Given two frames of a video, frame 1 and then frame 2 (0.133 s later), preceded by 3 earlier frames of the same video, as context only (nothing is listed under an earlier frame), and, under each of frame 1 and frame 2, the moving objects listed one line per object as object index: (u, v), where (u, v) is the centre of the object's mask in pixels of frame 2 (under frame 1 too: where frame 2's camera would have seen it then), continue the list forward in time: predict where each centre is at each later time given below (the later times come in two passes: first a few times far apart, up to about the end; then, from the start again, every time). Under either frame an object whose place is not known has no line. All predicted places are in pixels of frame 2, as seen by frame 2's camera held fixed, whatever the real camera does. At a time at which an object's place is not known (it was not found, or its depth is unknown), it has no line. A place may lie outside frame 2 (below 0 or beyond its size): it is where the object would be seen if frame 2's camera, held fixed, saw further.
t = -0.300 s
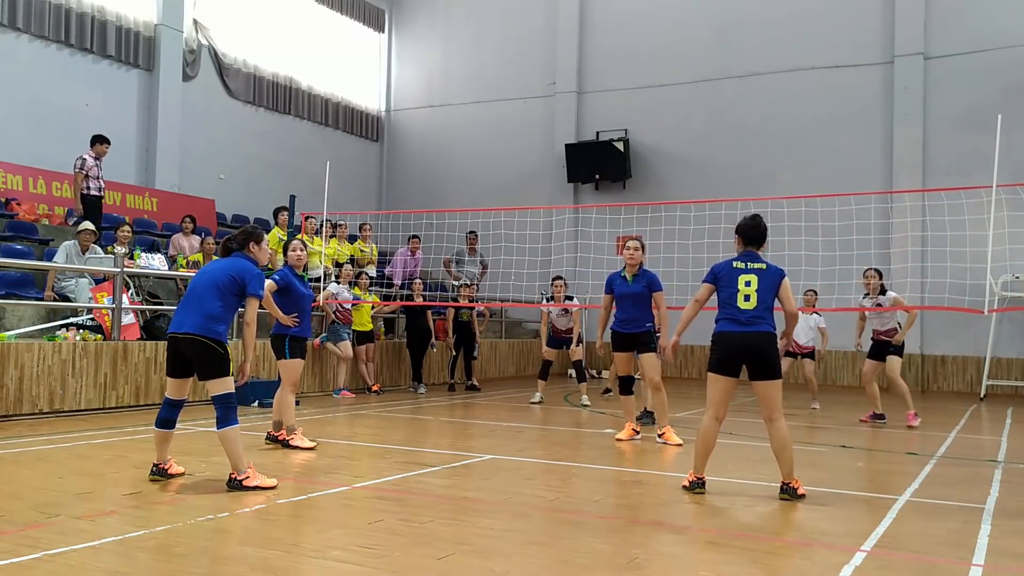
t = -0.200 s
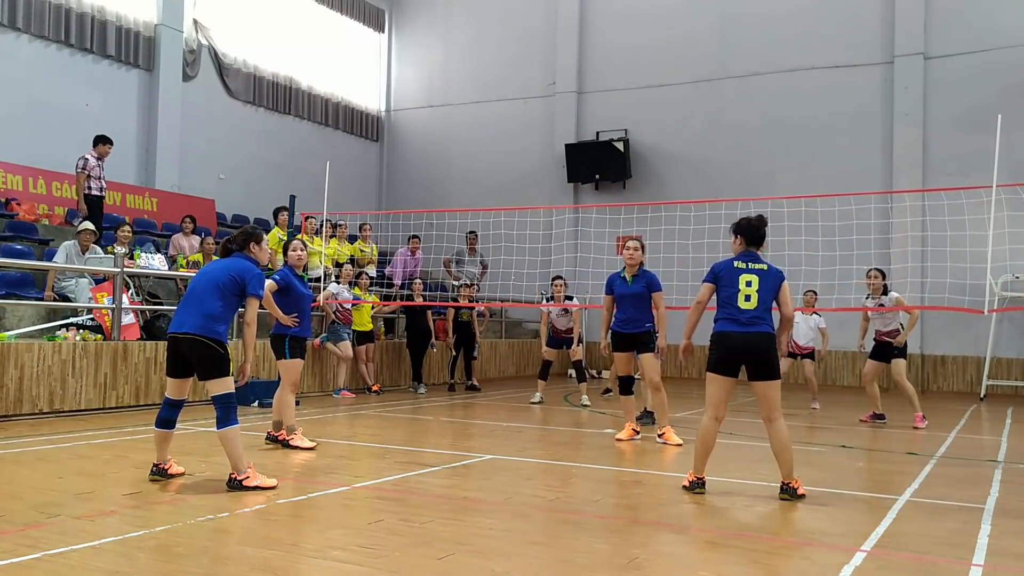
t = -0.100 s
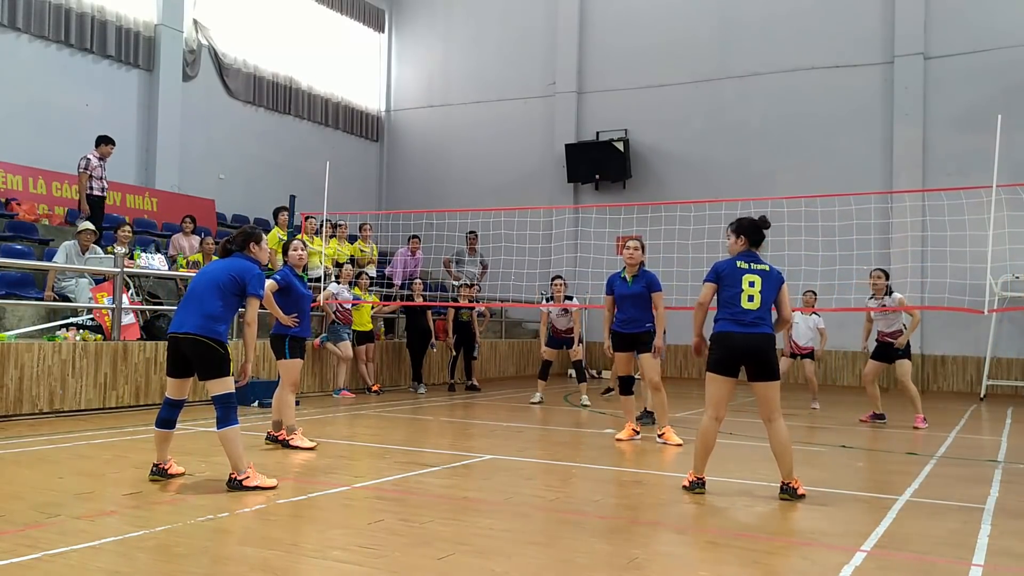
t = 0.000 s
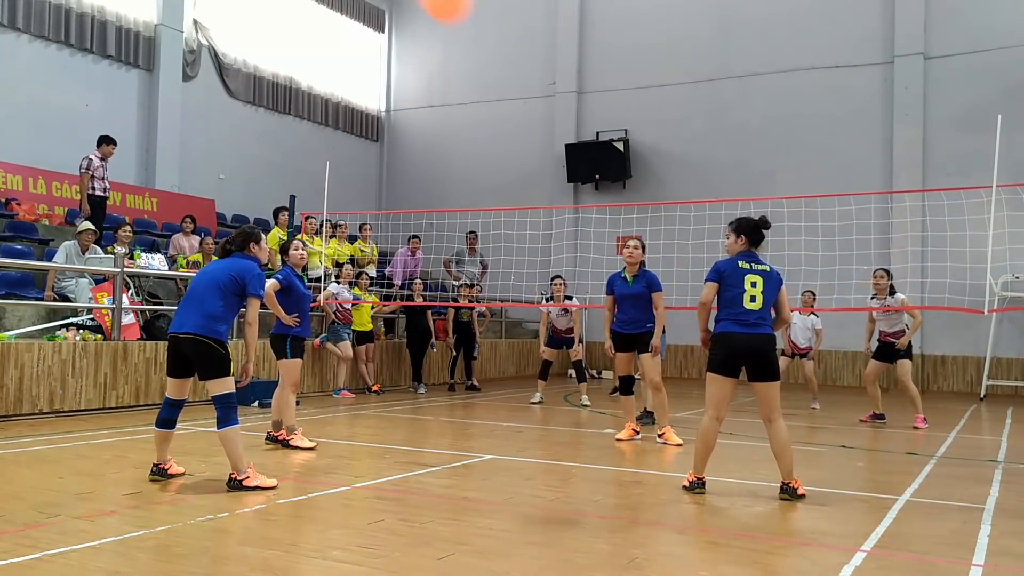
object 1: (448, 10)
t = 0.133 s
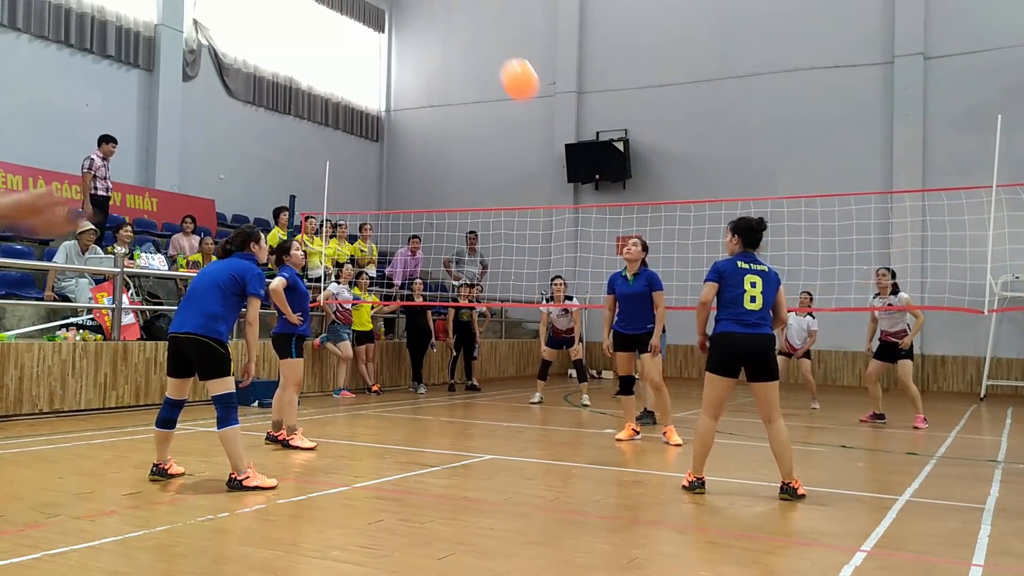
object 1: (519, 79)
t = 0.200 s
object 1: (541, 117)
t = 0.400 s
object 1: (579, 215)
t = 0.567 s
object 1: (593, 289)
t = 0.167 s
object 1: (531, 98)
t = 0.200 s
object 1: (541, 117)
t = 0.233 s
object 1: (550, 134)
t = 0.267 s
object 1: (558, 152)
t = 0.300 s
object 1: (565, 169)
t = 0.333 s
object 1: (570, 185)
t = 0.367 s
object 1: (575, 200)
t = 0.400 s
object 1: (579, 215)
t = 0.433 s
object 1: (583, 230)
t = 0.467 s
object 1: (586, 244)
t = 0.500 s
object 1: (589, 260)
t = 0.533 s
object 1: (591, 274)
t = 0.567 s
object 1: (593, 289)
